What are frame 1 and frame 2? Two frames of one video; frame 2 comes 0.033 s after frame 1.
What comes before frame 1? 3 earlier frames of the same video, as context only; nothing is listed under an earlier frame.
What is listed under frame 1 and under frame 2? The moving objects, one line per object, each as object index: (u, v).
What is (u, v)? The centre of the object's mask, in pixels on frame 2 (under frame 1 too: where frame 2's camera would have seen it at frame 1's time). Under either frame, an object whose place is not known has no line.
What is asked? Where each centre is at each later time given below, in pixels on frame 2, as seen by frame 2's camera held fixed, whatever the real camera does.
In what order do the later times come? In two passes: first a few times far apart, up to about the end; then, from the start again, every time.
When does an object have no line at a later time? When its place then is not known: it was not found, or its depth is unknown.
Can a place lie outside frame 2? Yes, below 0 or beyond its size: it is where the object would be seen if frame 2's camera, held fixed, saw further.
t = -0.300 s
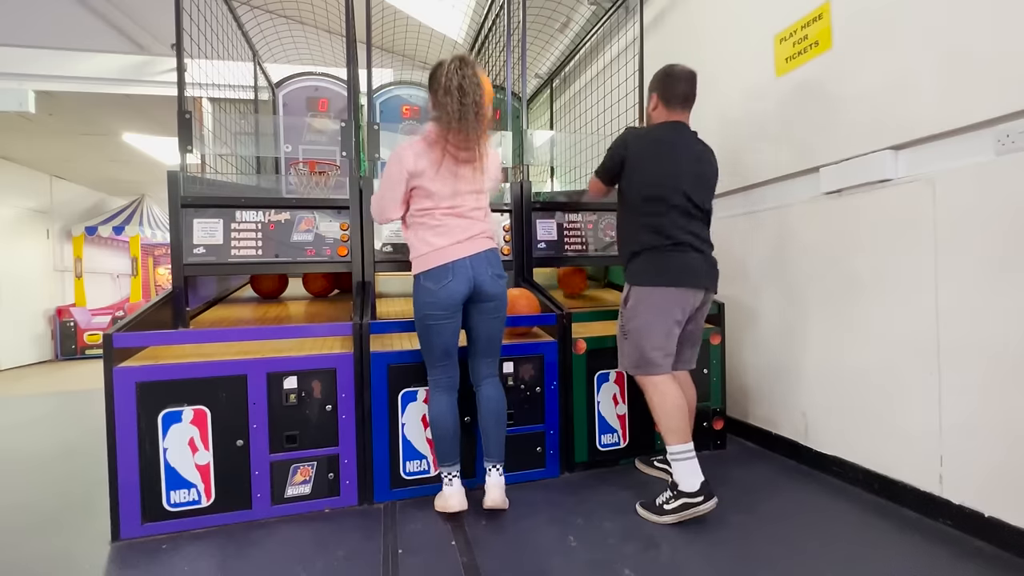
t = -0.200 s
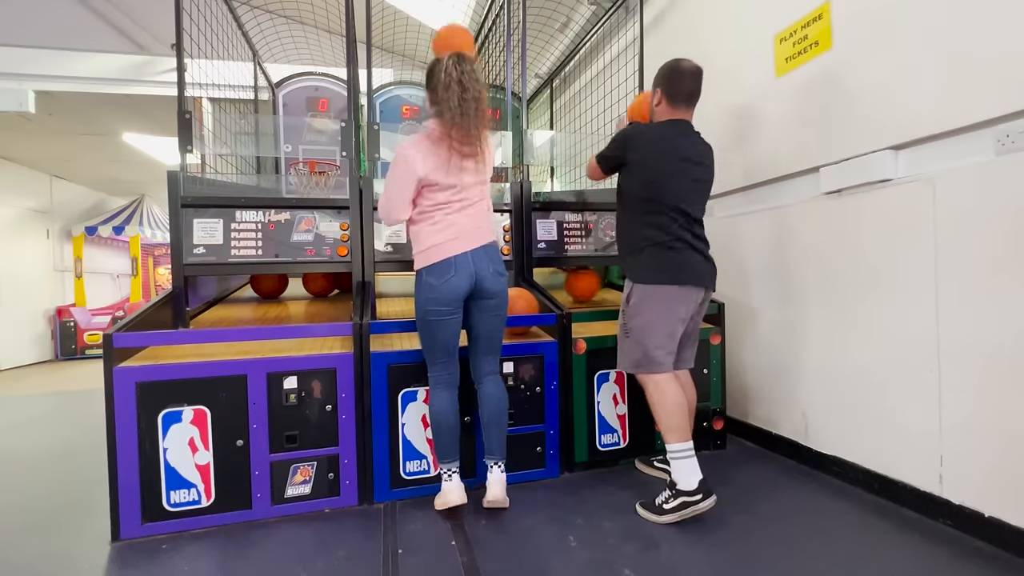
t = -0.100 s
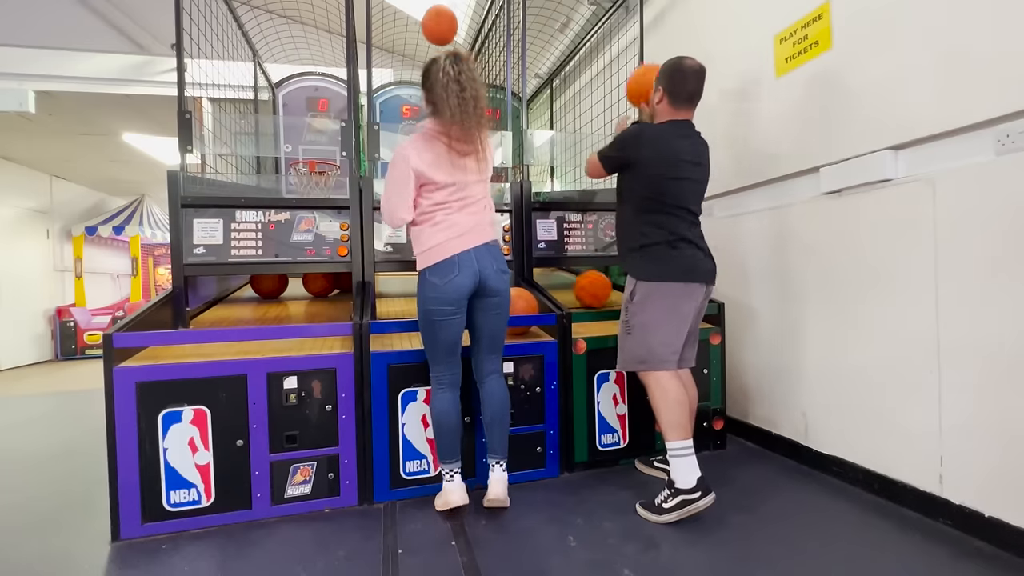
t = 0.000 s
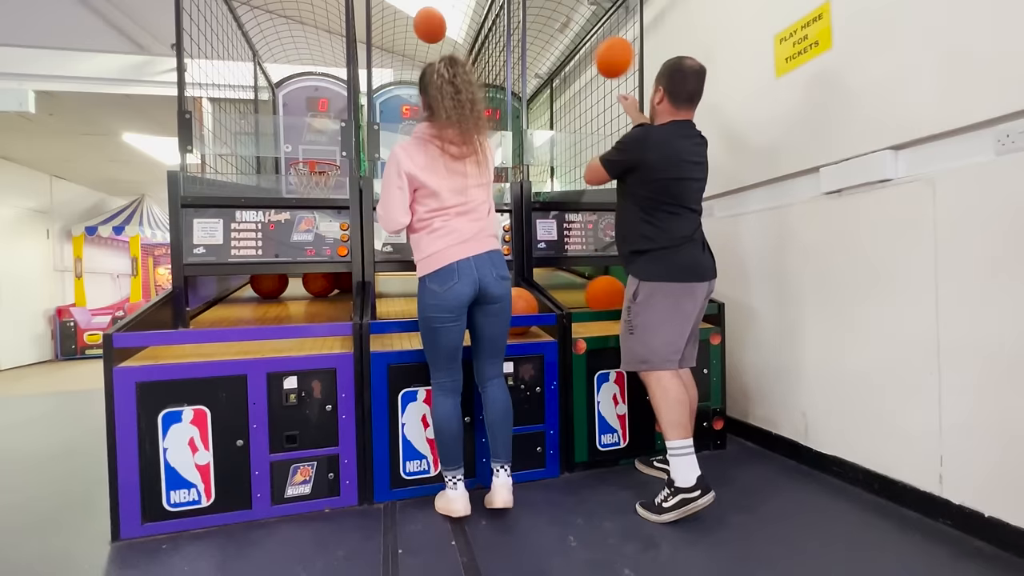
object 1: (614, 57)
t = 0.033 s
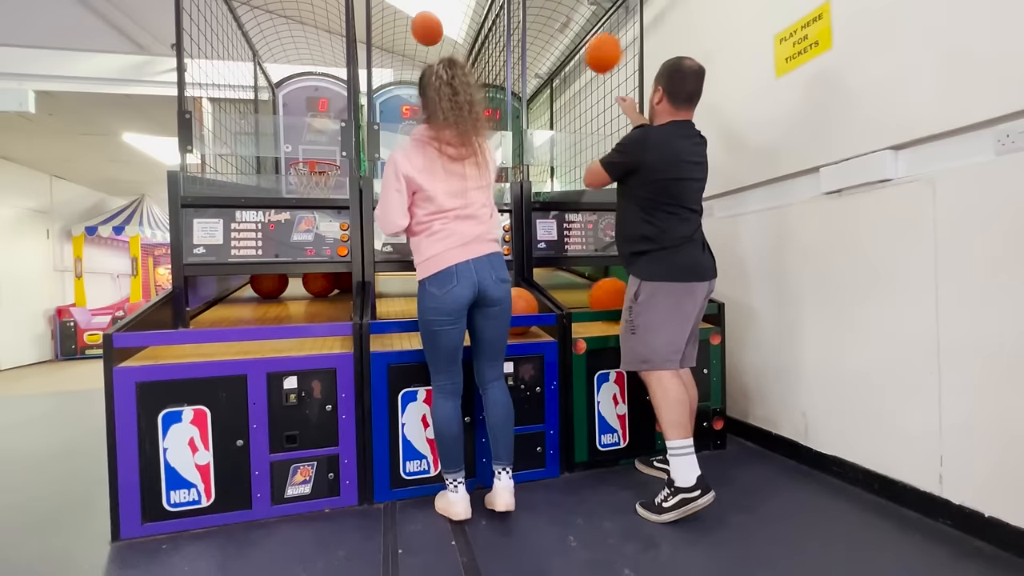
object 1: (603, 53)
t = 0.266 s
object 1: (549, 72)
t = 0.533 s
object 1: (517, 152)
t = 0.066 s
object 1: (593, 50)
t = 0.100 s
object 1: (584, 50)
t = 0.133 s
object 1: (577, 52)
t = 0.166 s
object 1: (569, 55)
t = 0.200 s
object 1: (561, 60)
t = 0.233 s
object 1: (555, 65)
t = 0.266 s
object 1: (549, 72)
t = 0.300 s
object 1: (543, 80)
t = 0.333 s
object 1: (538, 89)
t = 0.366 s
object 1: (535, 97)
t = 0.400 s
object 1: (529, 107)
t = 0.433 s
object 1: (521, 118)
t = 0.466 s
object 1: (517, 128)
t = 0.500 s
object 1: (517, 140)
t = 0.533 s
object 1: (517, 152)
